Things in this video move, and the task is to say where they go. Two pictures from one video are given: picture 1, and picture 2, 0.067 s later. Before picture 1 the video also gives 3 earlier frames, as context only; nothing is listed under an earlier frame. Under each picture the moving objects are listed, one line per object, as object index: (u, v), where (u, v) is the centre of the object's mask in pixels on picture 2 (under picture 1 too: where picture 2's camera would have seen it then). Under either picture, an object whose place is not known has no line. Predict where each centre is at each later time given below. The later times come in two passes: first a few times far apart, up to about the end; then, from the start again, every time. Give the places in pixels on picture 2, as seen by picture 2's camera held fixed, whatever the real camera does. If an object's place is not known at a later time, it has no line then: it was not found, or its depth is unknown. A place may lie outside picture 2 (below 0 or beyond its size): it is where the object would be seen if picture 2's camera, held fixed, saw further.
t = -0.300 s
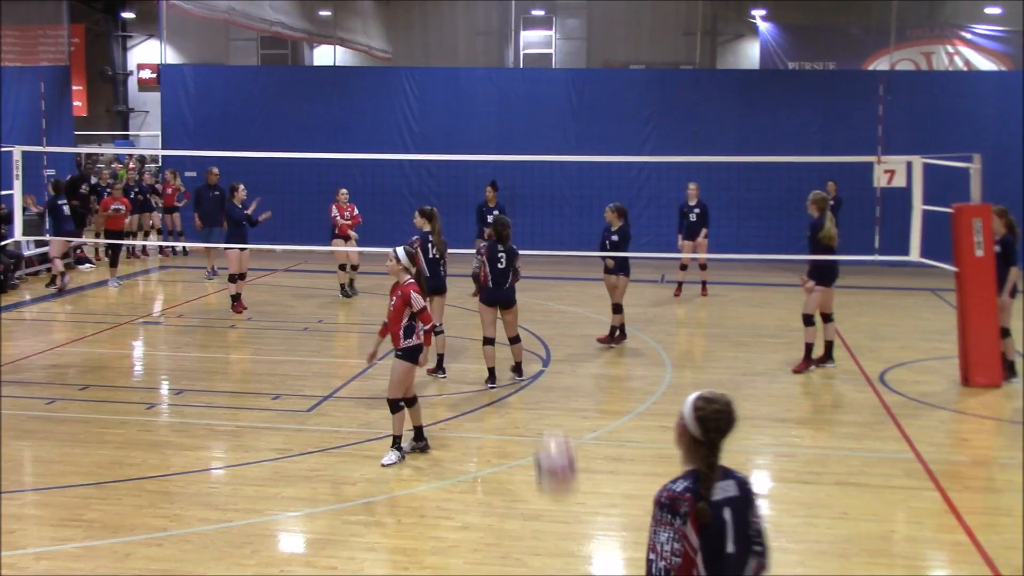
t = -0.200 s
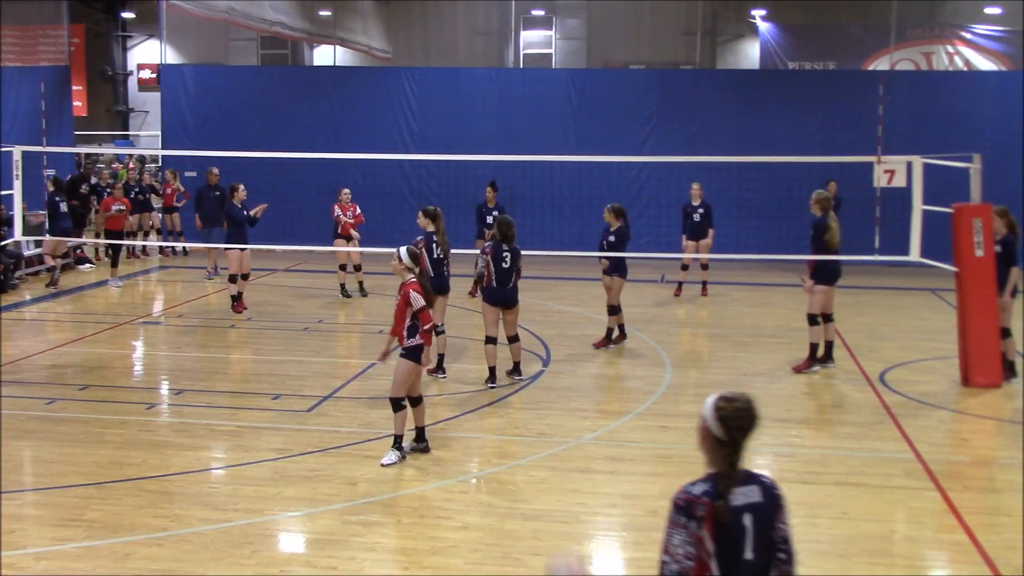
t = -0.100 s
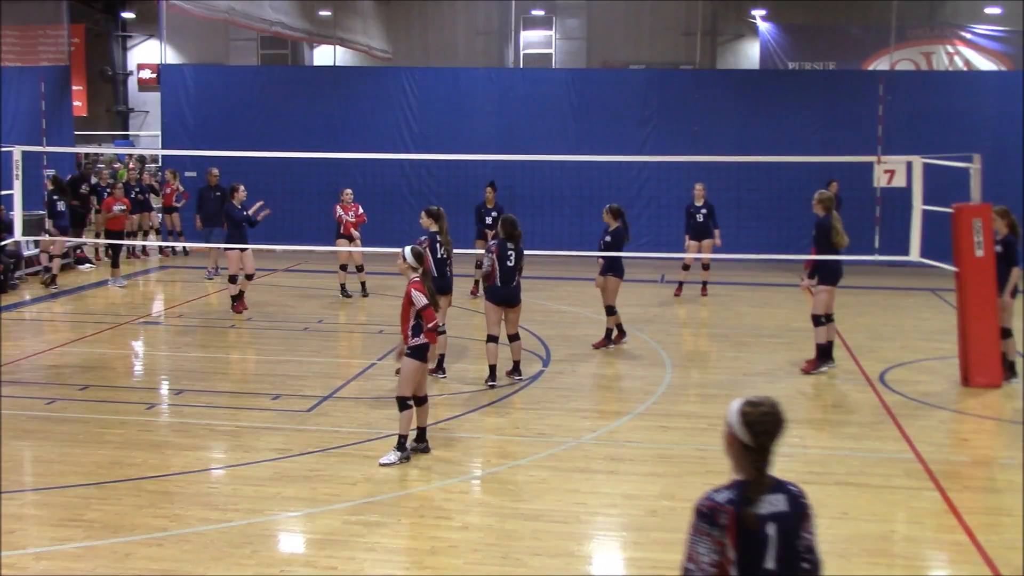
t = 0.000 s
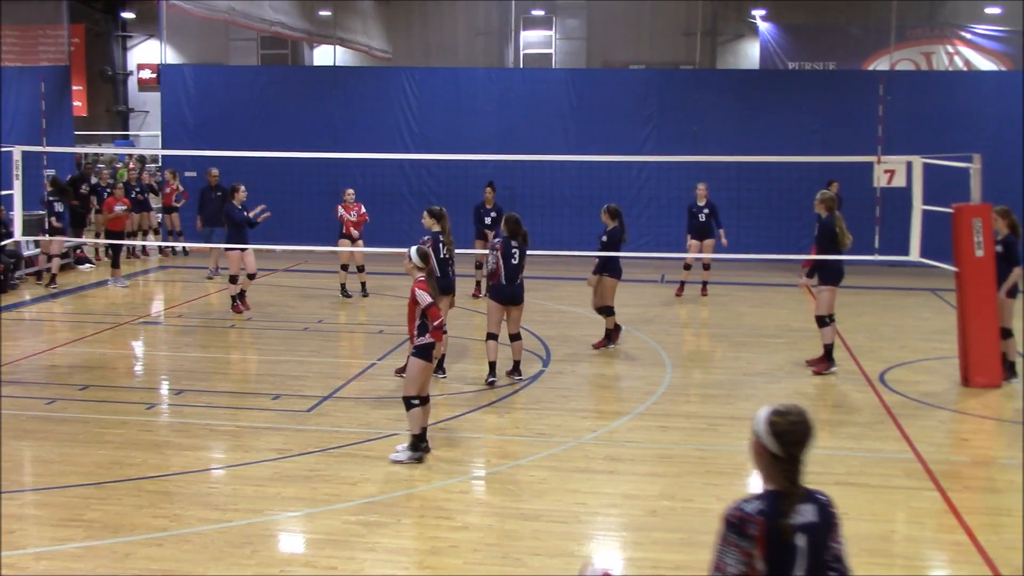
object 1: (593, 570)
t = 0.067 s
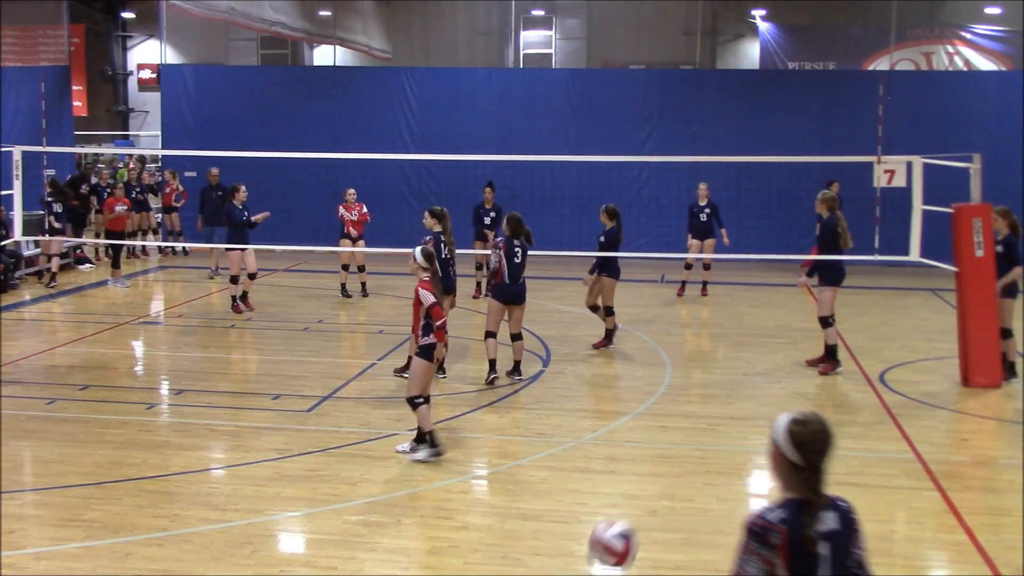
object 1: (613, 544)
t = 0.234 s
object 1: (645, 490)
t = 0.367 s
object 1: (672, 489)
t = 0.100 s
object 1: (619, 529)
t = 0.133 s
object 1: (626, 517)
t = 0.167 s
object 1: (631, 506)
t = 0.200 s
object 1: (638, 496)
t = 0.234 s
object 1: (645, 490)
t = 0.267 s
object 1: (652, 487)
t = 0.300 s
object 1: (658, 485)
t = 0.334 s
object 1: (665, 486)
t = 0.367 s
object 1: (672, 489)
